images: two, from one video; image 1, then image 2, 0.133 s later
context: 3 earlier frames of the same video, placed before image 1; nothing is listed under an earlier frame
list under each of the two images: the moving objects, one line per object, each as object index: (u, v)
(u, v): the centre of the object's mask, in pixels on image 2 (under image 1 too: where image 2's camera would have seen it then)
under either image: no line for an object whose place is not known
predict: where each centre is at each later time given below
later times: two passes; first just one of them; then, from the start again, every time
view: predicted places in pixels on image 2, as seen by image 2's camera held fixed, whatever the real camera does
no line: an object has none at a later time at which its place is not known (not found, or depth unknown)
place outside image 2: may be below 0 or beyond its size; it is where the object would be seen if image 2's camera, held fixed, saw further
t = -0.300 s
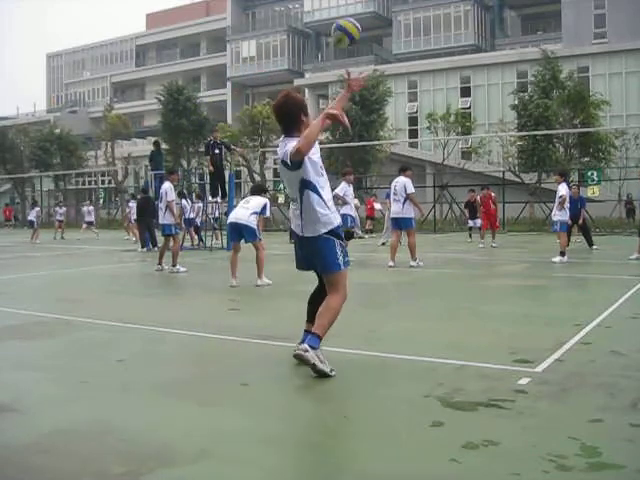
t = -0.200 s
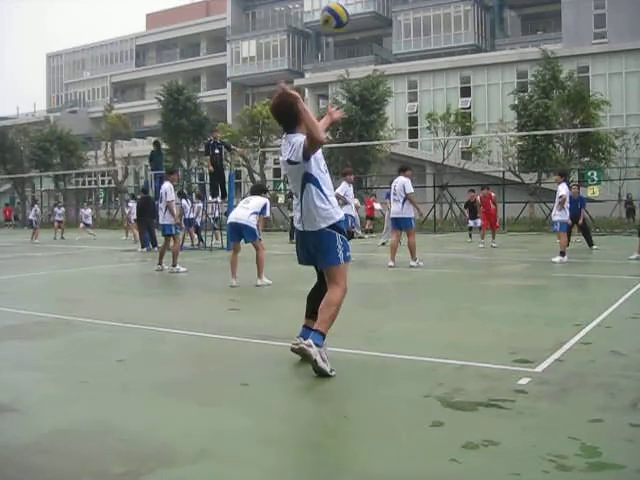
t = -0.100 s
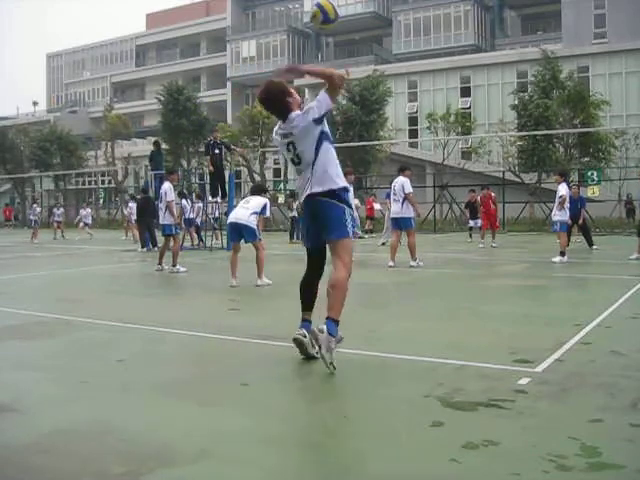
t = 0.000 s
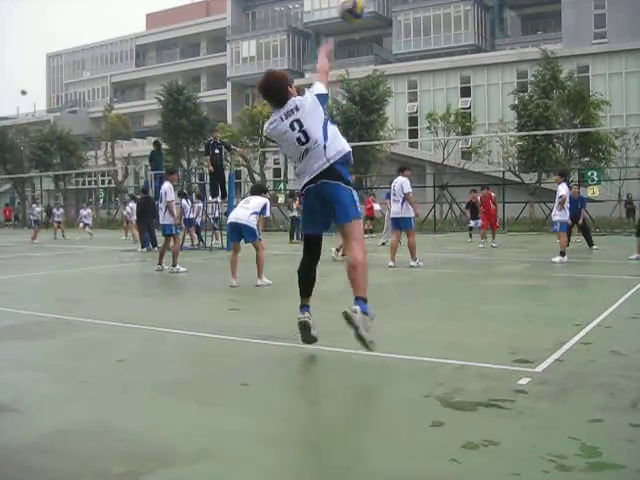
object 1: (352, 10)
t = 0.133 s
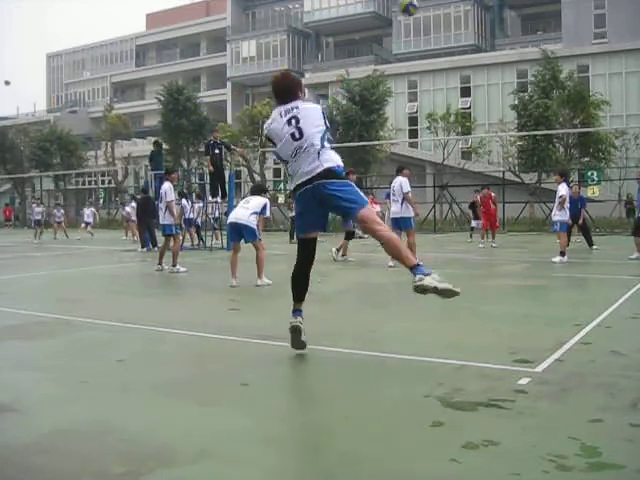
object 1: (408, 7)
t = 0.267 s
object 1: (440, 17)
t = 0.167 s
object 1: (418, 8)
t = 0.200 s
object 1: (426, 10)
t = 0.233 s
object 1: (434, 13)
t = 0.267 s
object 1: (440, 17)
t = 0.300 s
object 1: (447, 21)
